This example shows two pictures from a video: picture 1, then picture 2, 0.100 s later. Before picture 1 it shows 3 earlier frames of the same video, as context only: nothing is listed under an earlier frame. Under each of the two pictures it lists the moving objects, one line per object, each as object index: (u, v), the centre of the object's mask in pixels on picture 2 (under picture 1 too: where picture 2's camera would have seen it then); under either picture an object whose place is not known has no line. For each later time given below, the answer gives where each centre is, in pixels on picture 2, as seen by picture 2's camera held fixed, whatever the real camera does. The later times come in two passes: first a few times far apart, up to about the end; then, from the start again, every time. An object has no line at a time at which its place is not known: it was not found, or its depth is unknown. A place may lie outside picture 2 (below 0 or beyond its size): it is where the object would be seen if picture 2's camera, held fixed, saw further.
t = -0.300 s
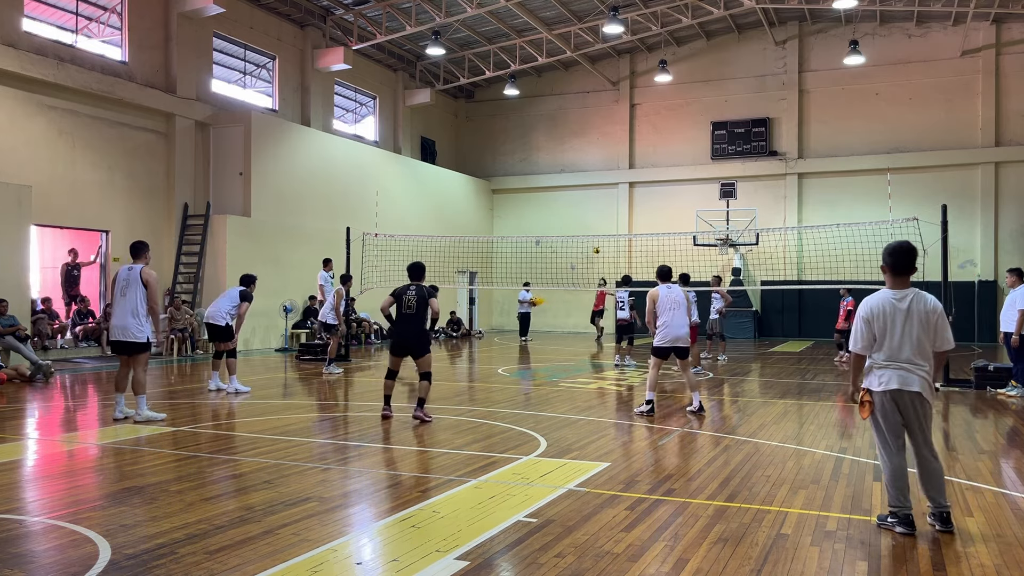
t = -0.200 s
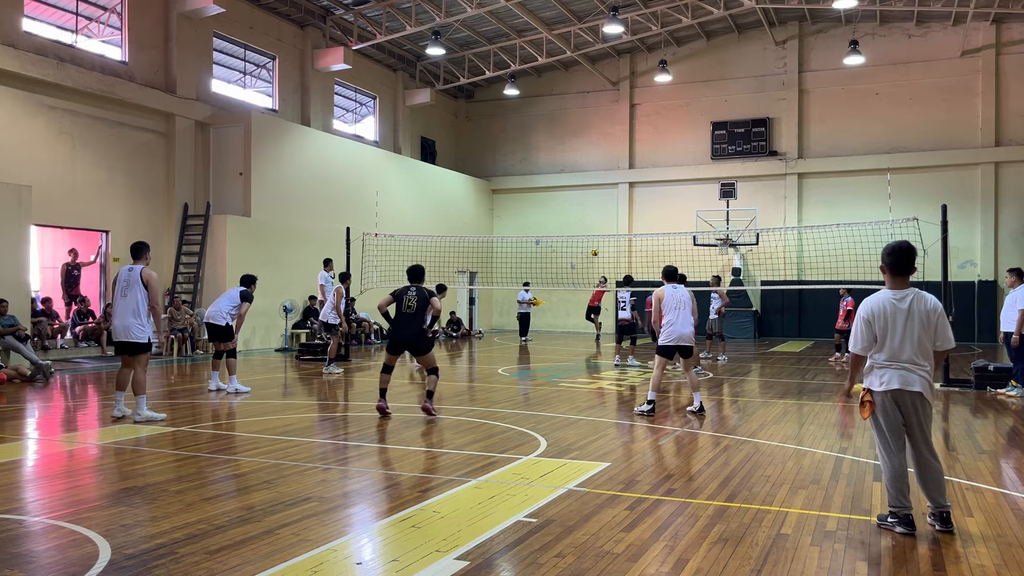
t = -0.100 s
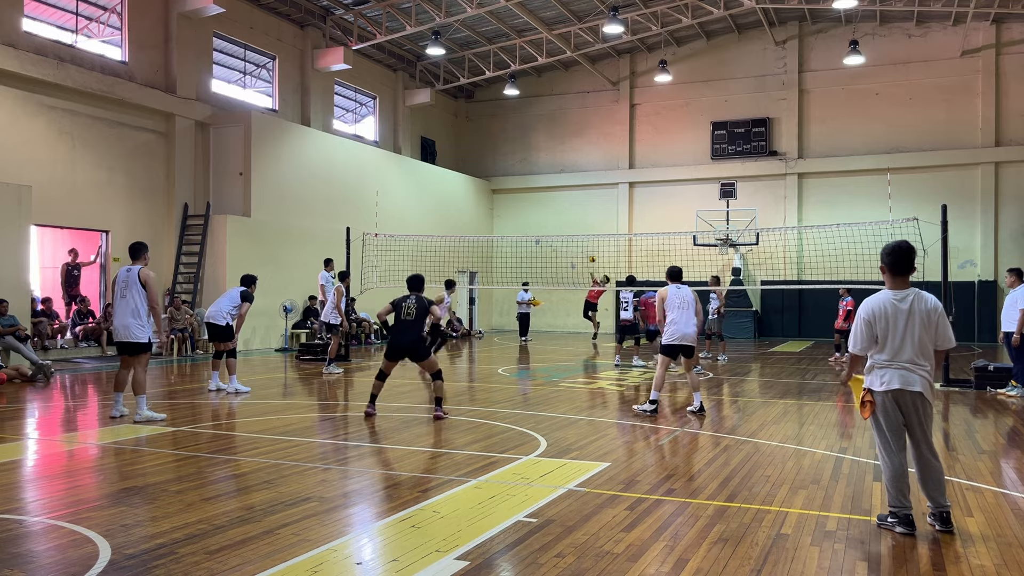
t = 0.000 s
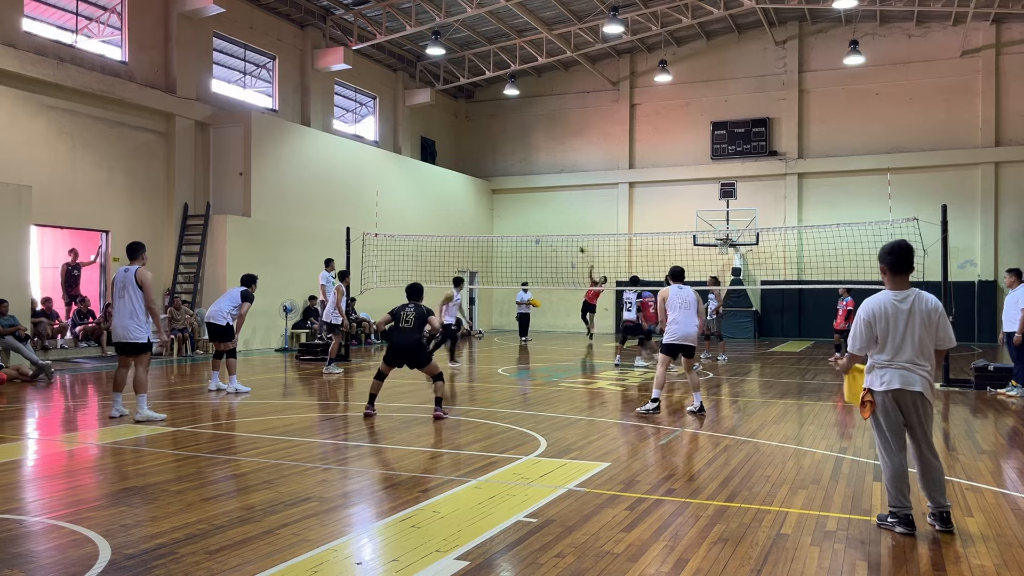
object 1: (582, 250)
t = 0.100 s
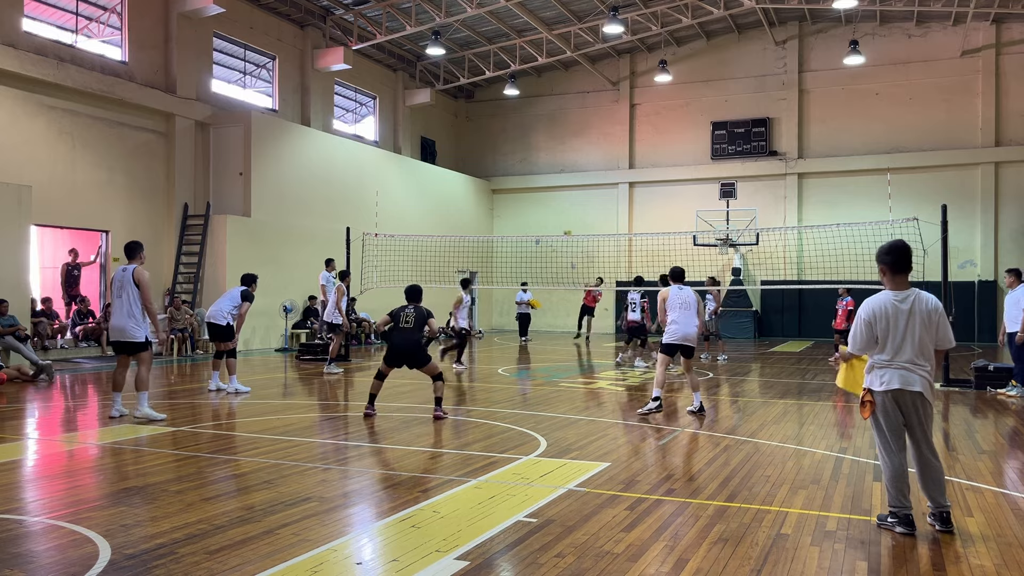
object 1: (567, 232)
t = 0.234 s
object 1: (545, 213)
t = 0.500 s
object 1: (488, 193)
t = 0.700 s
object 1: (425, 206)
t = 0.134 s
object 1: (562, 228)
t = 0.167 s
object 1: (557, 223)
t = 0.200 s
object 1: (552, 218)
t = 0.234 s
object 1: (545, 213)
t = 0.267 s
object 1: (540, 210)
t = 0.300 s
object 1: (533, 206)
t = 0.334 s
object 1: (527, 203)
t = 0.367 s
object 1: (519, 200)
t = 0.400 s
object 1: (512, 197)
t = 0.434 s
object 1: (505, 195)
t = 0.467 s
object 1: (496, 193)
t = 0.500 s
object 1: (488, 193)
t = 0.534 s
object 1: (479, 193)
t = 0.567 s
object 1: (469, 194)
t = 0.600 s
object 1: (459, 196)
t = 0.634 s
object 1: (449, 199)
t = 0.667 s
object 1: (437, 202)
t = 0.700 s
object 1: (425, 206)
